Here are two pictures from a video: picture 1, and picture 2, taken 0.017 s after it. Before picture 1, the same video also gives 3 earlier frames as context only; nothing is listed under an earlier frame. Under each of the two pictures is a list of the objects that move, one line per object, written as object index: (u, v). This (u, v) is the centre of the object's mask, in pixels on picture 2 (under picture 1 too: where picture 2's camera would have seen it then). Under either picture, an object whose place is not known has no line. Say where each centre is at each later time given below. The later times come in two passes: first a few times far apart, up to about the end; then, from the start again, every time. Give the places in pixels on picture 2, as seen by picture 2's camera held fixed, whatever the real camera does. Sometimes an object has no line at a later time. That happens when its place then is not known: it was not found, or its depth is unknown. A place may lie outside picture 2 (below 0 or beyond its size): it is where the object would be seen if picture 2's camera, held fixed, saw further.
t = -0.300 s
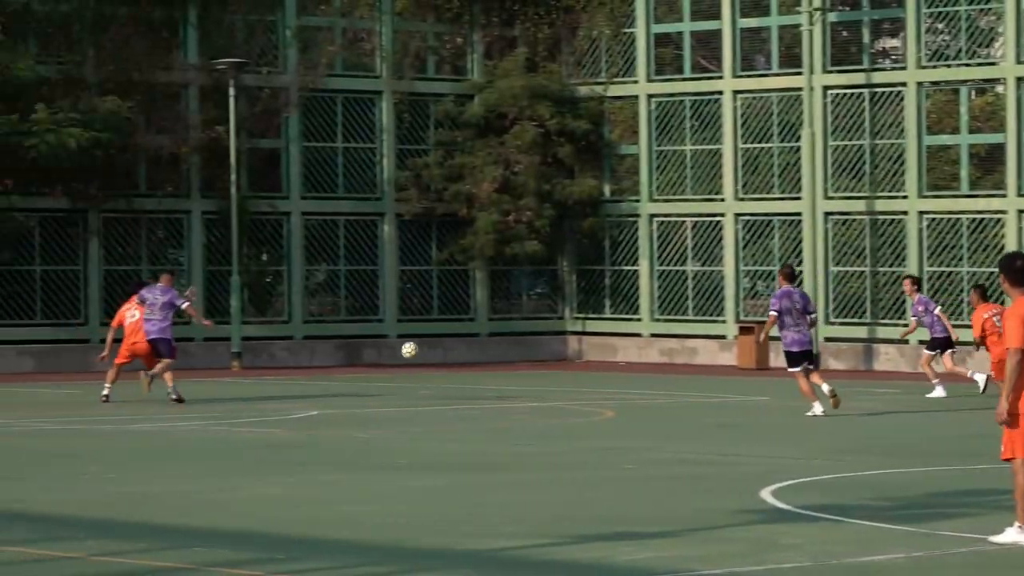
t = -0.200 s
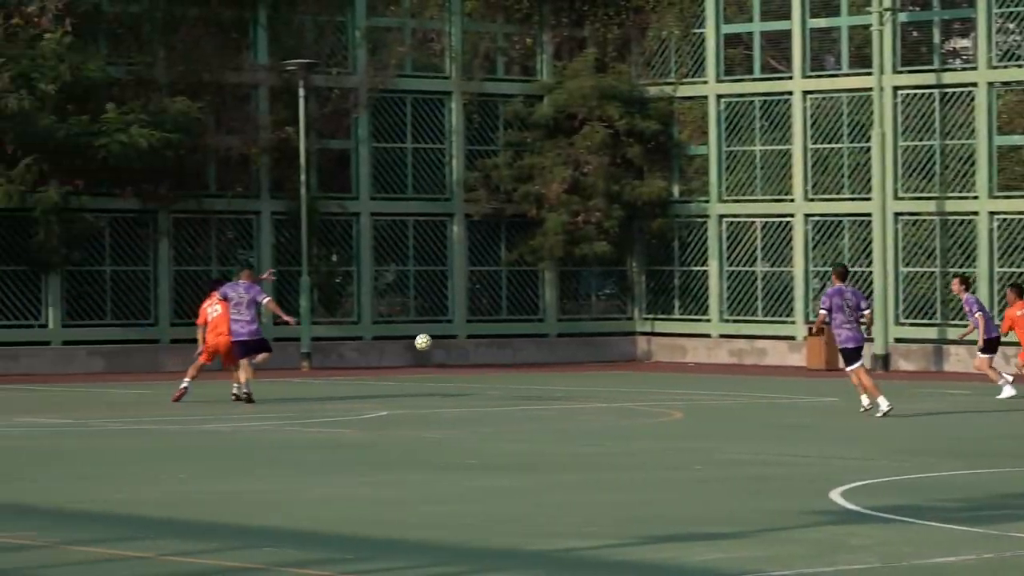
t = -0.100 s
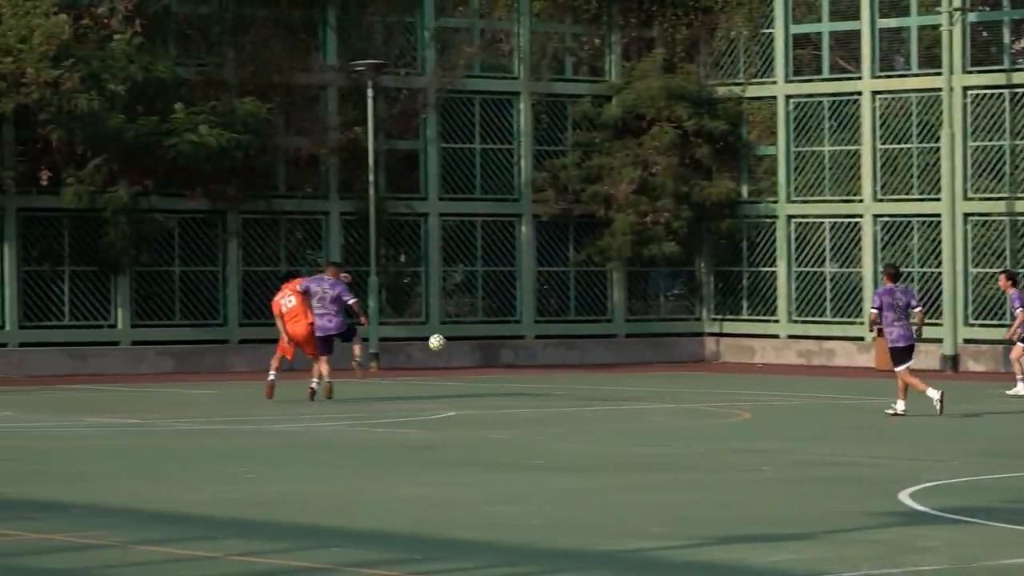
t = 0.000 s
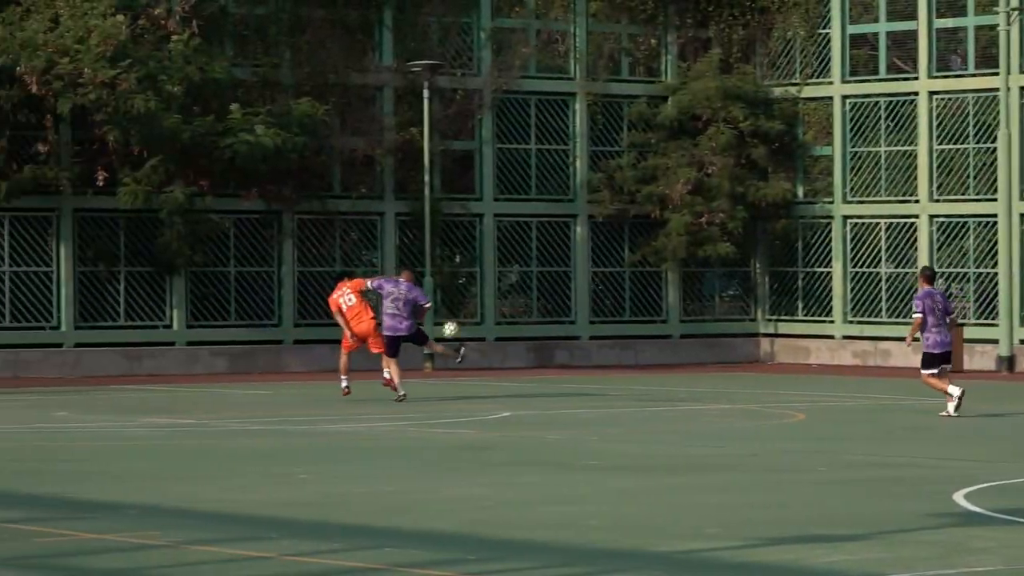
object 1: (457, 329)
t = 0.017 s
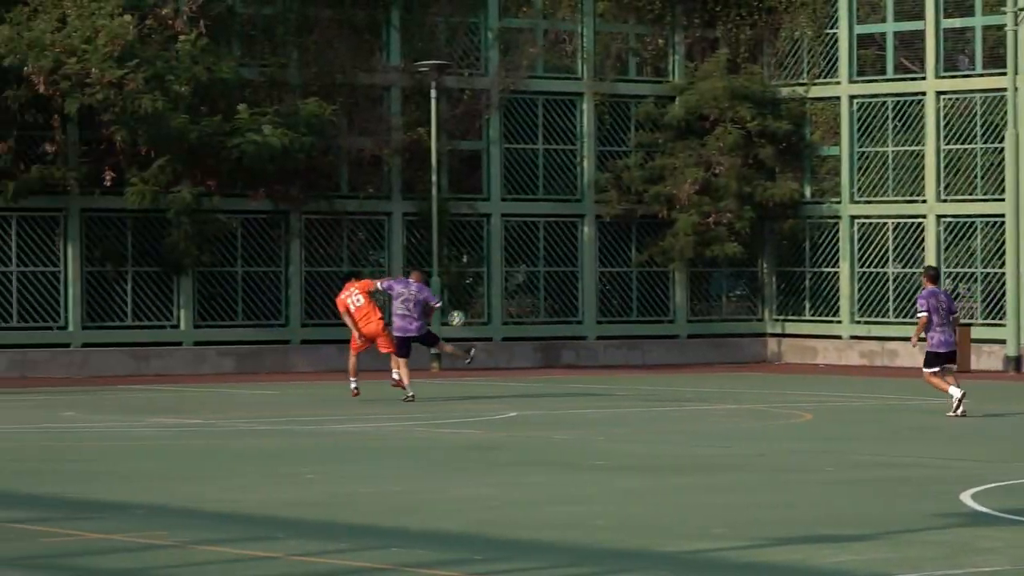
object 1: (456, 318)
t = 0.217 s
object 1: (437, 206)
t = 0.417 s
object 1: (418, 128)
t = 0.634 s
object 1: (398, 81)
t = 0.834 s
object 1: (379, 71)
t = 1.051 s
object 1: (361, 94)
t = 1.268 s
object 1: (344, 151)
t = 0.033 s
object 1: (455, 307)
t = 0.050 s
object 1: (454, 296)
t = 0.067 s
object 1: (451, 287)
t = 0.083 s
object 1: (449, 277)
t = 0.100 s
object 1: (448, 268)
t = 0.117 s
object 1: (446, 258)
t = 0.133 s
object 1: (445, 248)
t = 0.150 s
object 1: (443, 240)
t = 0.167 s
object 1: (442, 231)
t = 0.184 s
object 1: (440, 222)
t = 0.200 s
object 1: (439, 214)
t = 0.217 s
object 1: (437, 206)
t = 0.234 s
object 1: (436, 198)
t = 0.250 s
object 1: (434, 190)
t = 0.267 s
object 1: (433, 183)
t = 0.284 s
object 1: (431, 176)
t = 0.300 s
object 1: (430, 170)
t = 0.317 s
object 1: (428, 163)
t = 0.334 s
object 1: (425, 156)
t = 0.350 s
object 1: (425, 150)
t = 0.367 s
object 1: (423, 144)
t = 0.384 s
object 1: (421, 138)
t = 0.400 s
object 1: (420, 133)
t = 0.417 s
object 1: (418, 128)
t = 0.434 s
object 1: (417, 123)
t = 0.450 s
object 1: (415, 119)
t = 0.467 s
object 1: (414, 114)
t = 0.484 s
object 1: (413, 110)
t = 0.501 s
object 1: (411, 105)
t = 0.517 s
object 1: (409, 102)
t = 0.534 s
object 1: (408, 98)
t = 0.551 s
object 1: (406, 95)
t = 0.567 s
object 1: (405, 92)
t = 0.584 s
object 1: (403, 89)
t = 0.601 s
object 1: (402, 86)
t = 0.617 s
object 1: (400, 84)
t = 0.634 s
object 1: (398, 81)
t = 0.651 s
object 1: (397, 79)
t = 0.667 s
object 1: (395, 77)
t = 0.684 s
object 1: (393, 76)
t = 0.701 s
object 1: (391, 74)
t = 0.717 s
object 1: (390, 73)
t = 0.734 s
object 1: (388, 72)
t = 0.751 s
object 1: (387, 71)
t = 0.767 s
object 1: (385, 71)
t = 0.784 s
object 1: (384, 71)
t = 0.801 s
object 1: (382, 70)
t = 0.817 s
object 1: (380, 71)
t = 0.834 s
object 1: (379, 71)
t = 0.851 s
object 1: (377, 72)
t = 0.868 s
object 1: (376, 72)
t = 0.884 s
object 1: (374, 73)
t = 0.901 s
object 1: (373, 75)
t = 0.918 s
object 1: (372, 76)
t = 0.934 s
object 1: (370, 78)
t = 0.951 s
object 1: (369, 80)
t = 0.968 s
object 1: (367, 81)
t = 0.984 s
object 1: (366, 84)
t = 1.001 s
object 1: (365, 86)
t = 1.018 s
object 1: (364, 89)
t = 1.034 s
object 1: (362, 91)
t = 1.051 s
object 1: (361, 94)
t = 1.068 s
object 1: (359, 98)
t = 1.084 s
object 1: (358, 101)
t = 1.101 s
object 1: (357, 105)
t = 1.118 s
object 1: (356, 108)
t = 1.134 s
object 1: (354, 113)
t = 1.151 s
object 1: (353, 117)
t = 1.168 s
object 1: (352, 121)
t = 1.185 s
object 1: (350, 126)
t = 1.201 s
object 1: (349, 130)
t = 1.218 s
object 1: (348, 135)
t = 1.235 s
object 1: (346, 140)
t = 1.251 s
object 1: (345, 145)
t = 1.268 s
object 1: (344, 151)
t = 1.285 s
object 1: (342, 156)
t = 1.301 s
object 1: (341, 162)
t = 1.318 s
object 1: (340, 168)
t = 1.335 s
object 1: (339, 174)
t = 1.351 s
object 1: (337, 181)
